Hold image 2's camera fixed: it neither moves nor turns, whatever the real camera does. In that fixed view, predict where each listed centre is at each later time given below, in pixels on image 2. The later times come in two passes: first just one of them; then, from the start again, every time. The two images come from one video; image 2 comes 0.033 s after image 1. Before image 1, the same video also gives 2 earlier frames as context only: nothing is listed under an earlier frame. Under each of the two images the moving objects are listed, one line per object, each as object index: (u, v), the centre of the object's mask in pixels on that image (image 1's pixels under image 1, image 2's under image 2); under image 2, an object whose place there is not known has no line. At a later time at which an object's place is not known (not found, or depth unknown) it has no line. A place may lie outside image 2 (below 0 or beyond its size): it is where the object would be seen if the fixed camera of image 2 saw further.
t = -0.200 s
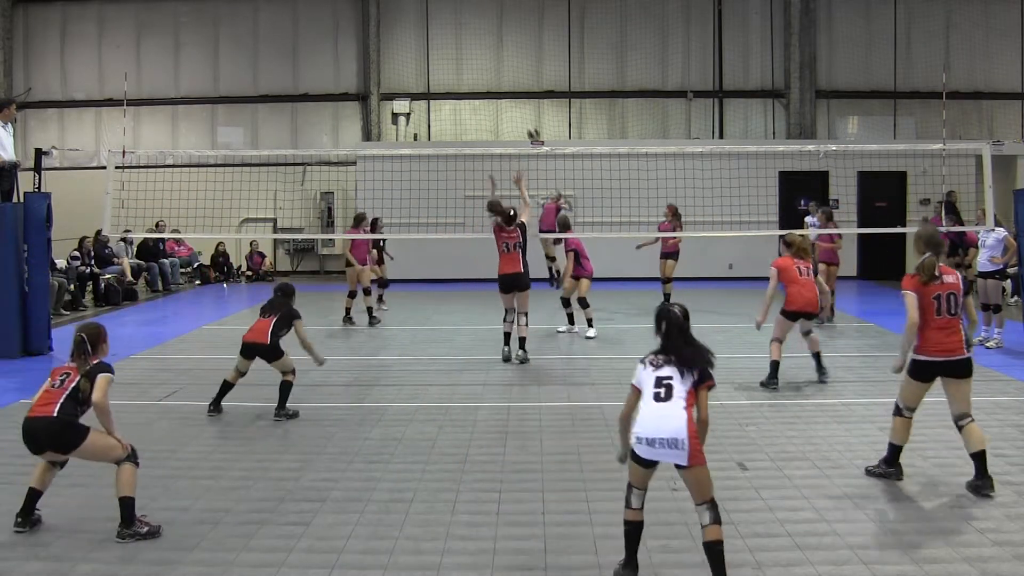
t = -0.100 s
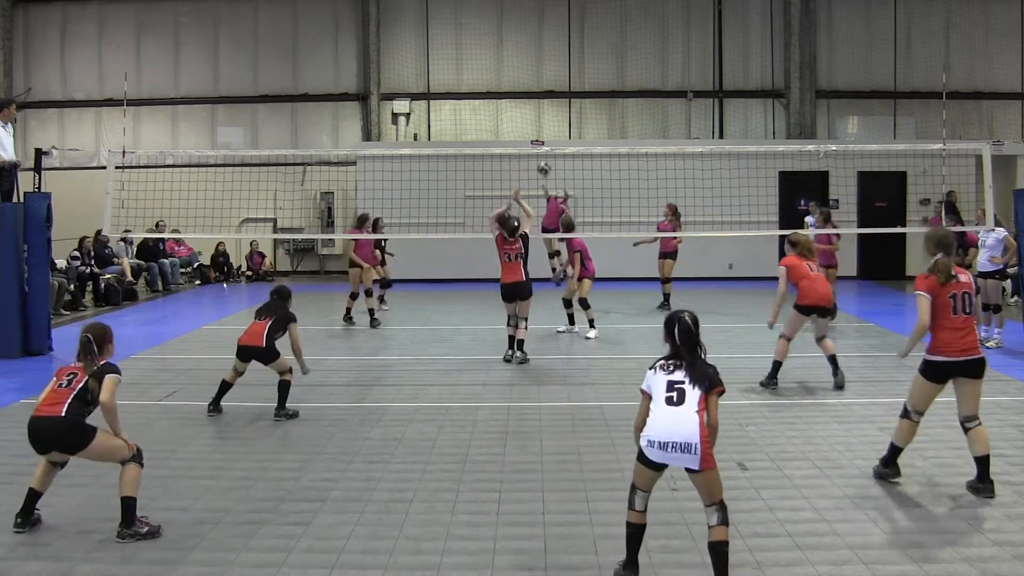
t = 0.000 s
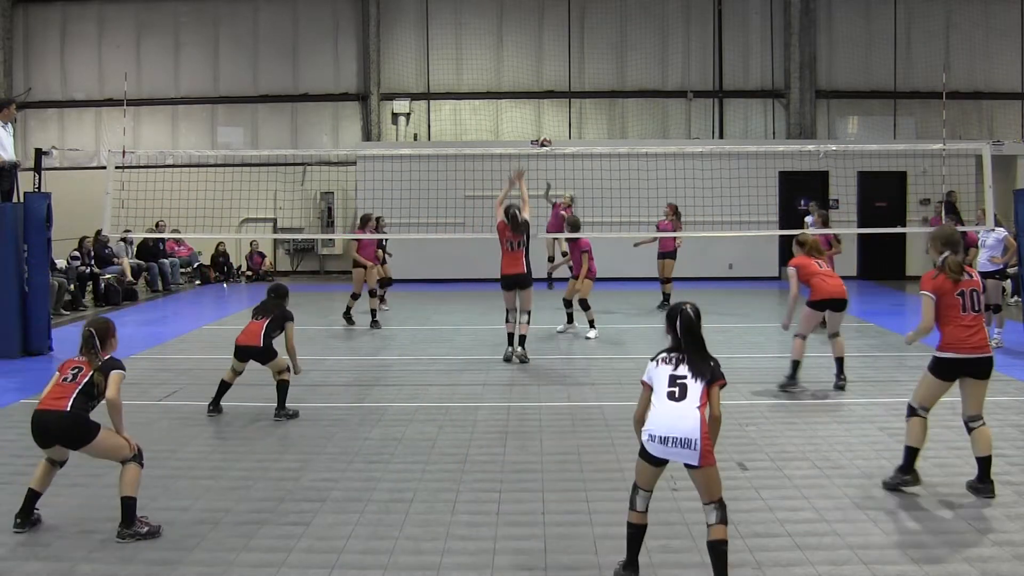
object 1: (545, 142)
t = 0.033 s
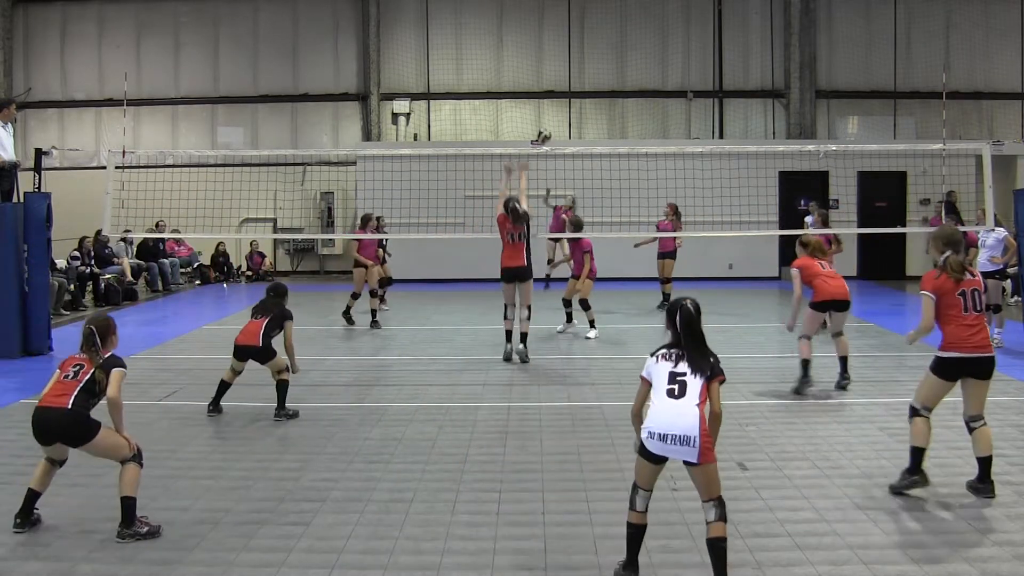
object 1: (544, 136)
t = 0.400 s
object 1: (537, 92)
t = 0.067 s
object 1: (544, 129)
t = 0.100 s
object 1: (544, 122)
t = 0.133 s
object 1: (543, 115)
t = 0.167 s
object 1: (543, 110)
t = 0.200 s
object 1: (542, 105)
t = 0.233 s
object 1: (542, 100)
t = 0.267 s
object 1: (541, 97)
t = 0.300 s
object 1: (540, 94)
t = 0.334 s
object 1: (539, 93)
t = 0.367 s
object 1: (538, 92)
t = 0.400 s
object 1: (537, 92)
